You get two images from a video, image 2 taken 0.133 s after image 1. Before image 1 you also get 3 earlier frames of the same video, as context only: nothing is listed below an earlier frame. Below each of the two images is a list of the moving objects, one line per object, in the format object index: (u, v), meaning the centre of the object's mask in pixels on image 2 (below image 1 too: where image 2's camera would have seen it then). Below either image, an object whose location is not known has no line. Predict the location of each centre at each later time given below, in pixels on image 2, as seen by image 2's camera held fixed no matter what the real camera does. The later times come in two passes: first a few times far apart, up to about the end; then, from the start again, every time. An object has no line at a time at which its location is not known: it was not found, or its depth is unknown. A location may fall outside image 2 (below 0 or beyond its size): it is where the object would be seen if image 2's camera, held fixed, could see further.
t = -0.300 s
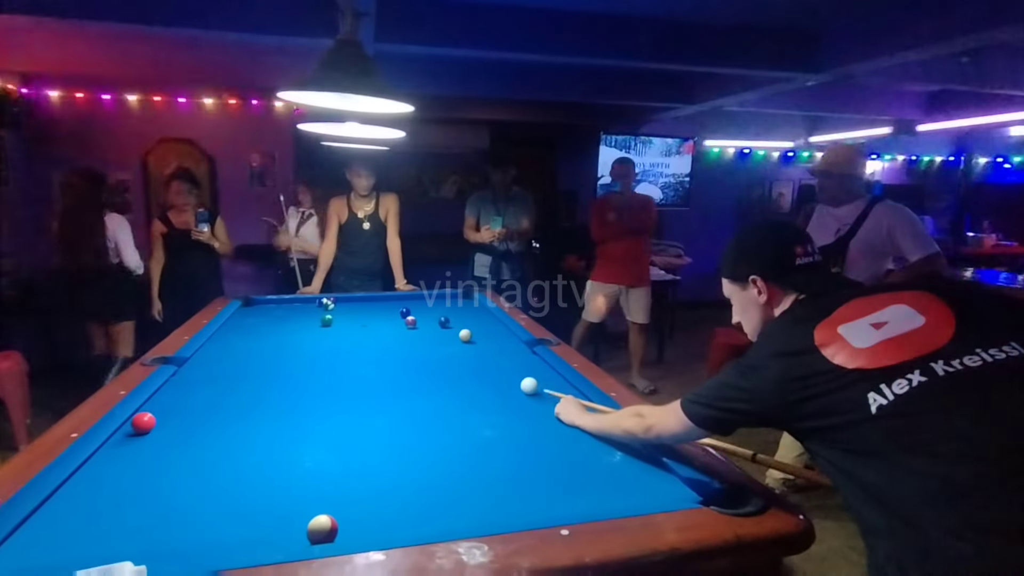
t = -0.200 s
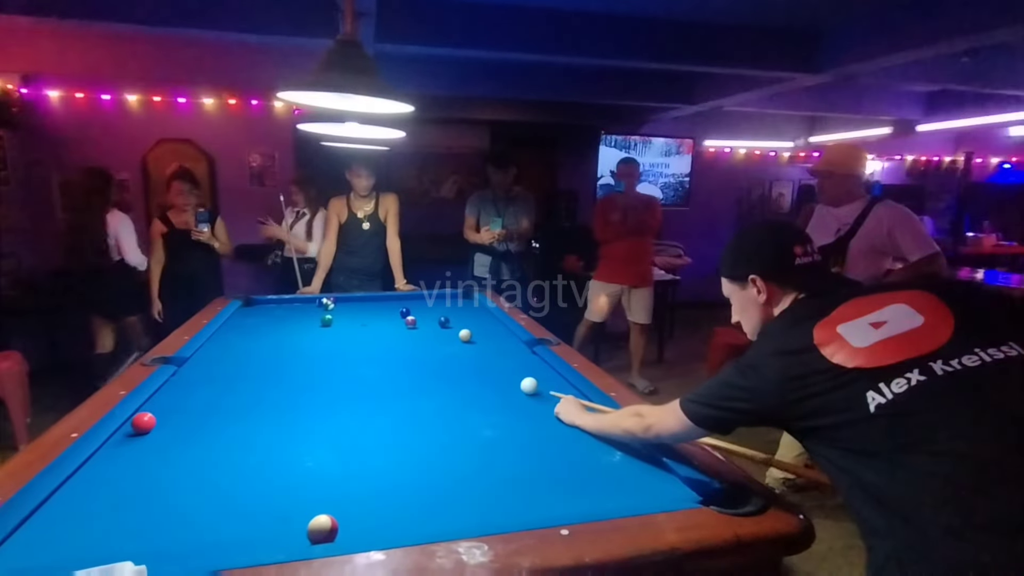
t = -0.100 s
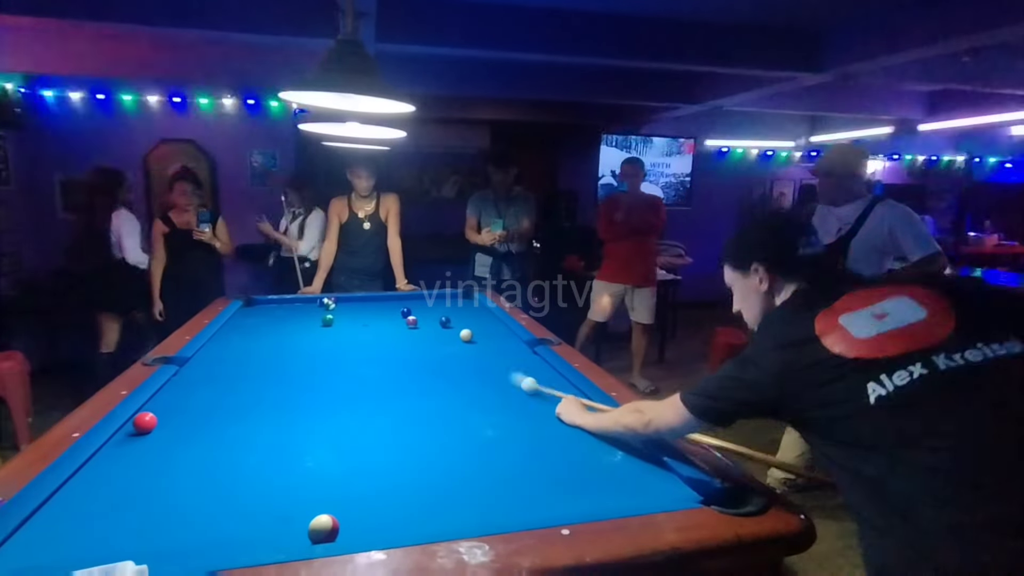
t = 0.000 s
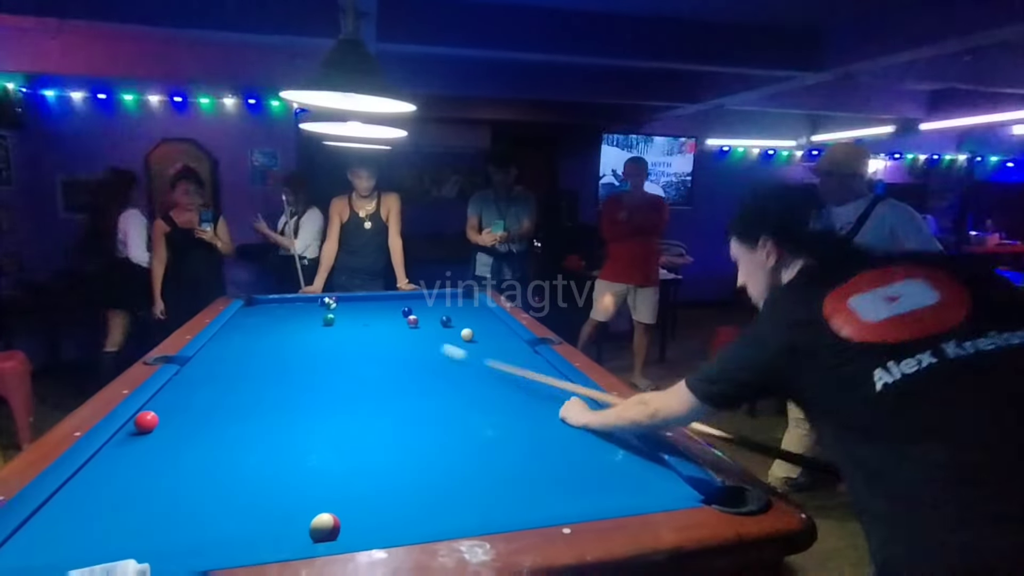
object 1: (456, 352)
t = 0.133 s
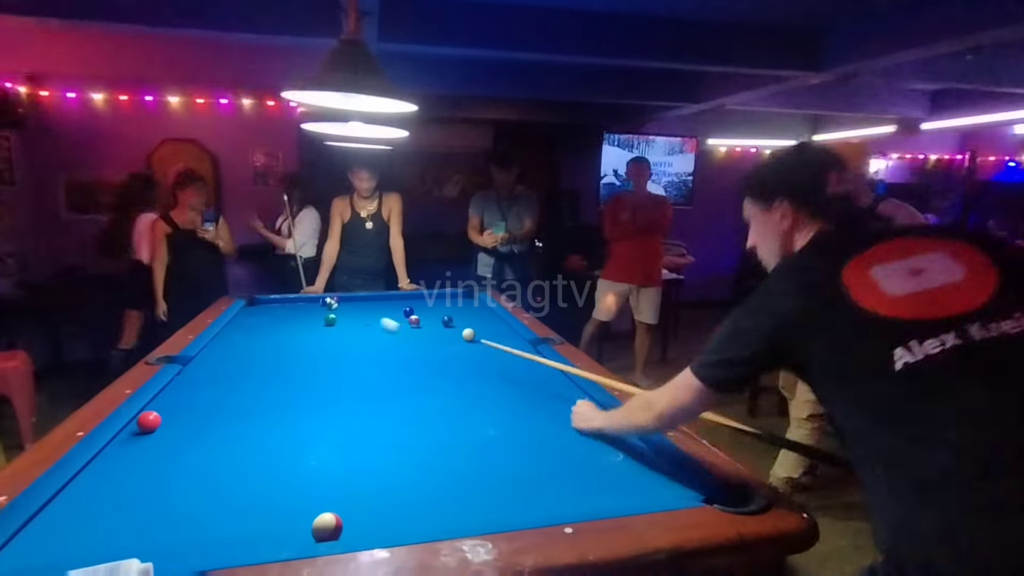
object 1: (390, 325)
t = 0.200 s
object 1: (366, 315)
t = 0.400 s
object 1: (358, 299)
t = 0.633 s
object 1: (369, 302)
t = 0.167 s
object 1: (377, 319)
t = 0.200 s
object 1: (366, 315)
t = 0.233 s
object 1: (356, 311)
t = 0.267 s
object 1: (346, 307)
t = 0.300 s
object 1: (343, 304)
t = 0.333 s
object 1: (349, 302)
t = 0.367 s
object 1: (354, 300)
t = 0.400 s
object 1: (358, 299)
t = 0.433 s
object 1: (362, 298)
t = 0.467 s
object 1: (364, 298)
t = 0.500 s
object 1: (365, 299)
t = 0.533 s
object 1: (366, 299)
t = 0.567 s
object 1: (367, 300)
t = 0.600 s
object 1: (368, 301)
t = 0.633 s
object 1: (369, 302)
